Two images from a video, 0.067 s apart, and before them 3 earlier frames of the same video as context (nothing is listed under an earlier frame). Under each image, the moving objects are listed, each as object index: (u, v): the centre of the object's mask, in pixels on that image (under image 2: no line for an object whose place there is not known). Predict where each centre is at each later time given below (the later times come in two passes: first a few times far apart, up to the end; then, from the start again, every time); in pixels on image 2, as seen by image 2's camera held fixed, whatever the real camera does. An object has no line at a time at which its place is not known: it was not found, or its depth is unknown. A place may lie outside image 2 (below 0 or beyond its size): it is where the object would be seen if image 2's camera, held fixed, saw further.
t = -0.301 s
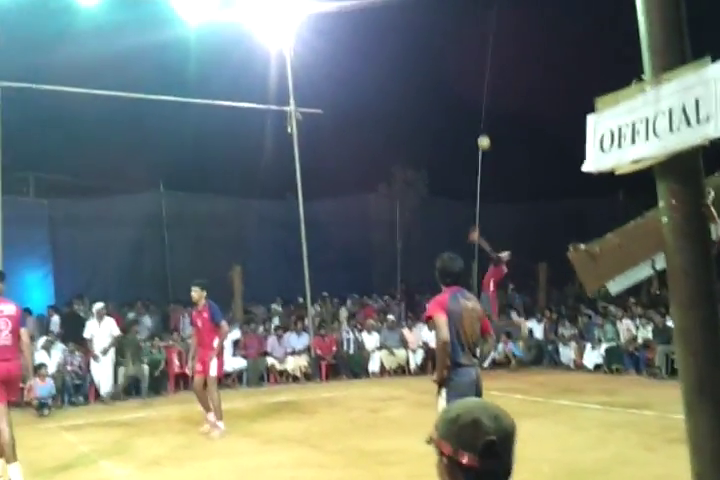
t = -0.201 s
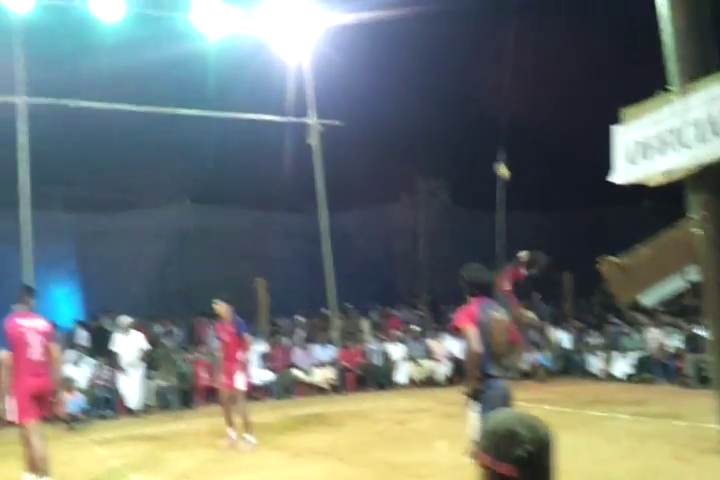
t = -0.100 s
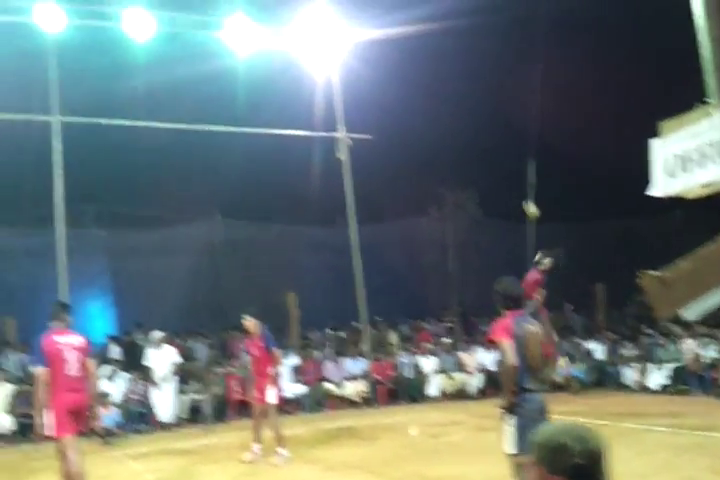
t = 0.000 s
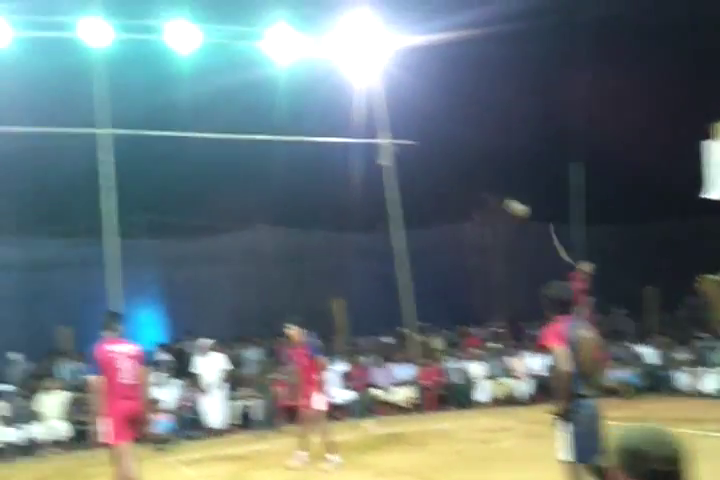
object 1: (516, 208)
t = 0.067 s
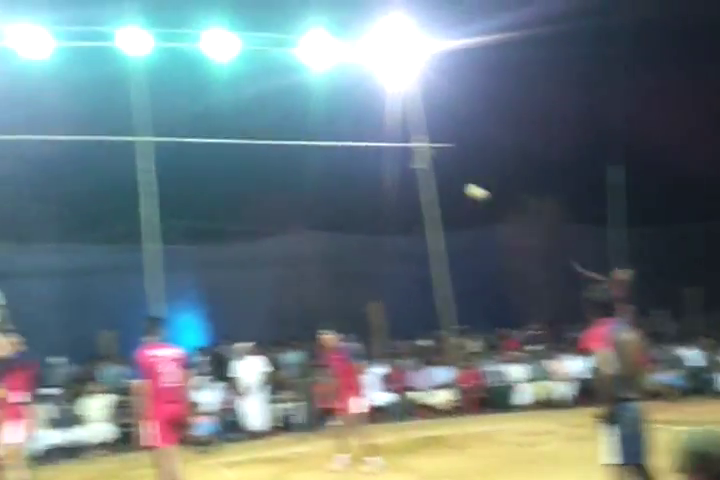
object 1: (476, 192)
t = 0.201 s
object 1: (302, 168)
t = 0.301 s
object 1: (150, 165)
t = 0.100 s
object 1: (435, 185)
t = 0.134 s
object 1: (393, 178)
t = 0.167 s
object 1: (349, 173)
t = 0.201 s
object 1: (302, 168)
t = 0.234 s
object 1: (254, 166)
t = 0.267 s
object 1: (203, 165)
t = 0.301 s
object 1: (150, 165)
